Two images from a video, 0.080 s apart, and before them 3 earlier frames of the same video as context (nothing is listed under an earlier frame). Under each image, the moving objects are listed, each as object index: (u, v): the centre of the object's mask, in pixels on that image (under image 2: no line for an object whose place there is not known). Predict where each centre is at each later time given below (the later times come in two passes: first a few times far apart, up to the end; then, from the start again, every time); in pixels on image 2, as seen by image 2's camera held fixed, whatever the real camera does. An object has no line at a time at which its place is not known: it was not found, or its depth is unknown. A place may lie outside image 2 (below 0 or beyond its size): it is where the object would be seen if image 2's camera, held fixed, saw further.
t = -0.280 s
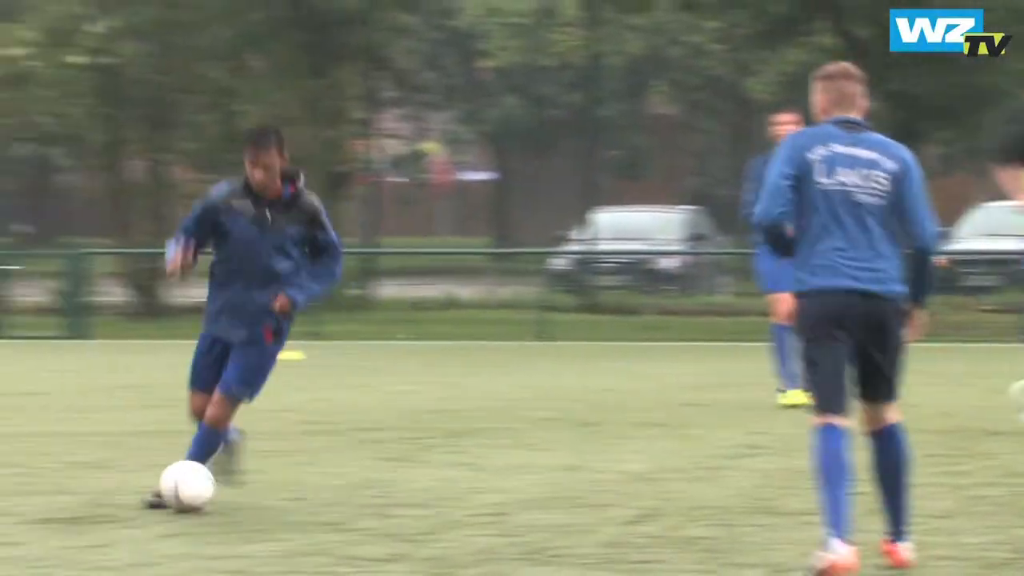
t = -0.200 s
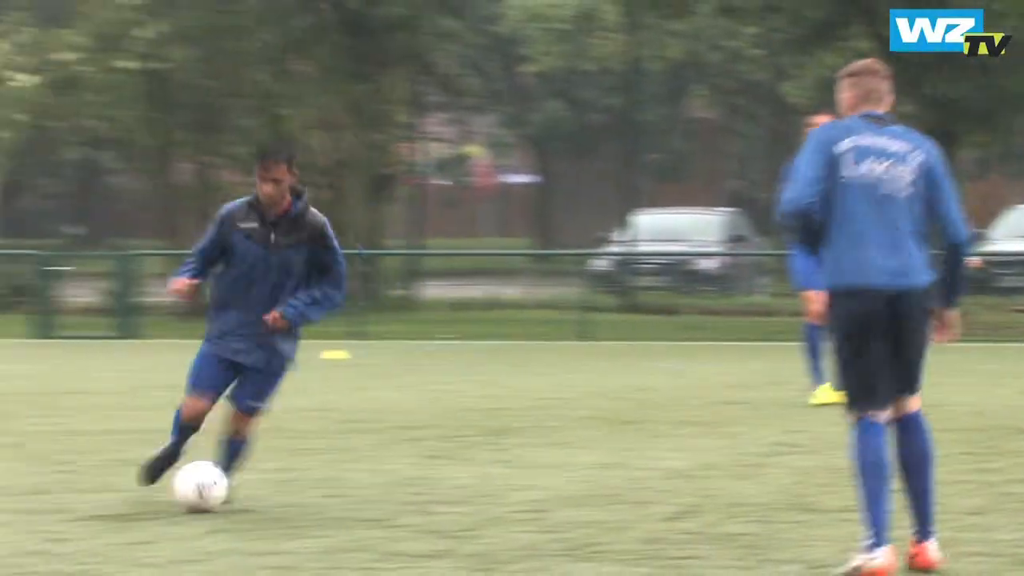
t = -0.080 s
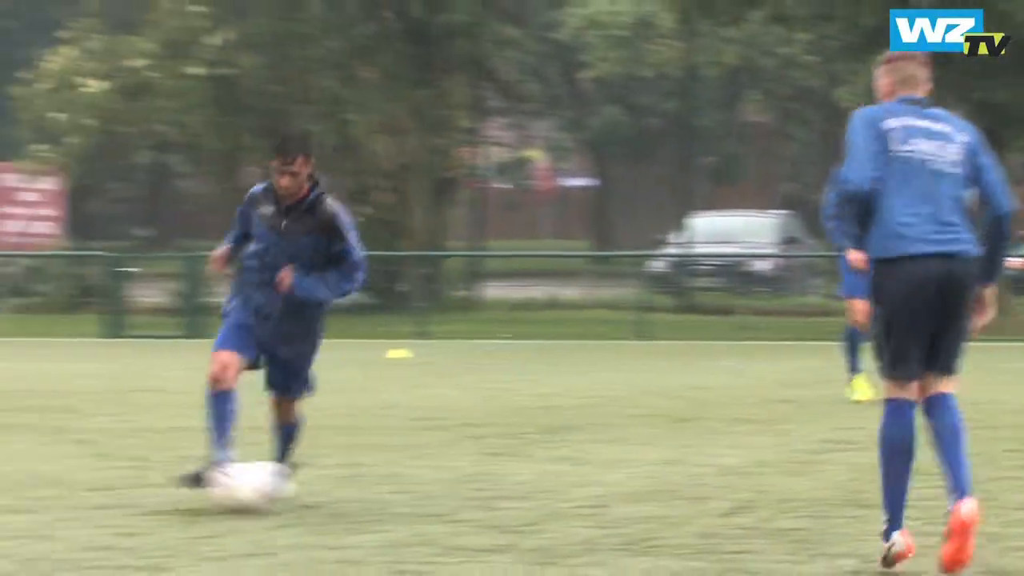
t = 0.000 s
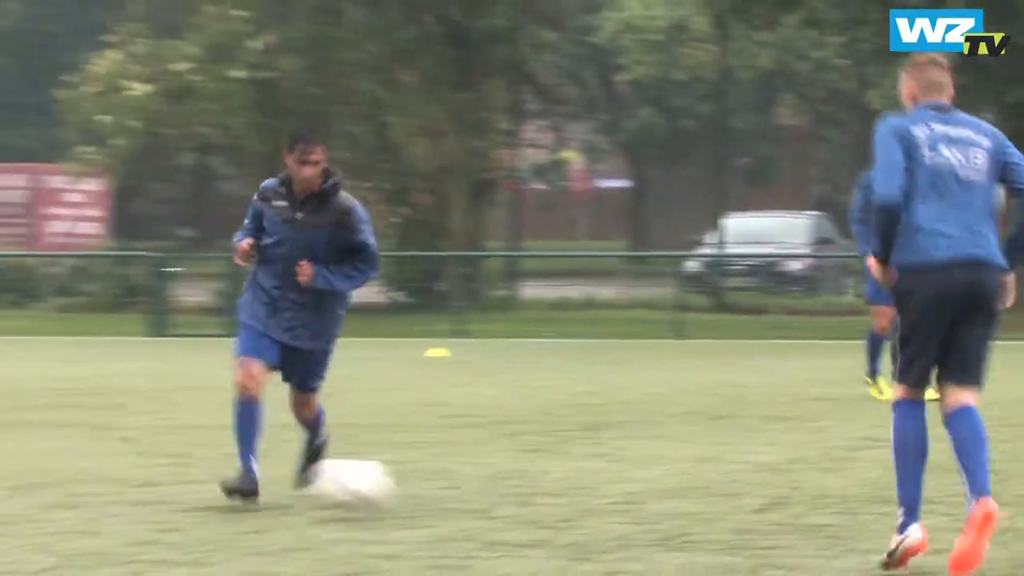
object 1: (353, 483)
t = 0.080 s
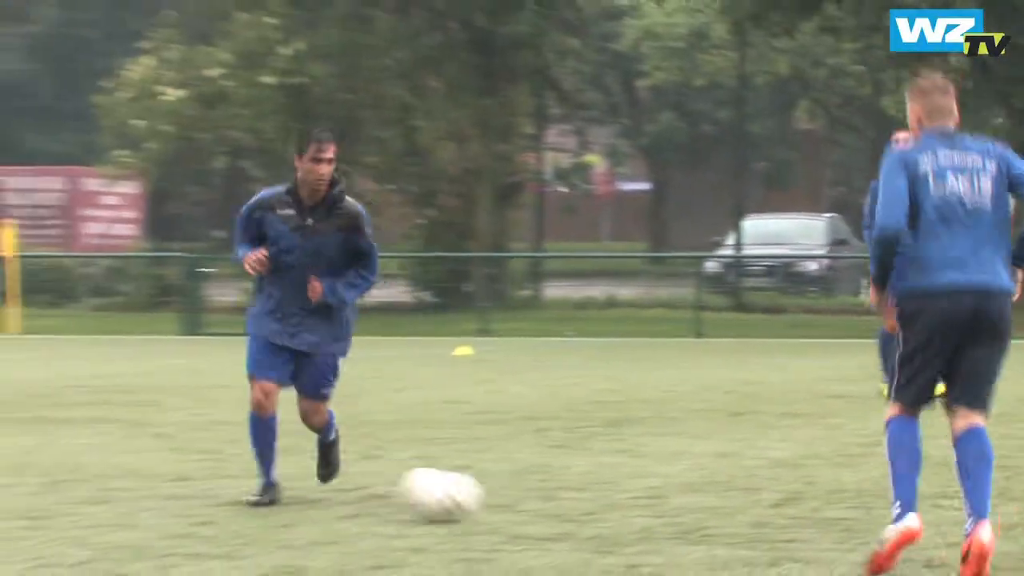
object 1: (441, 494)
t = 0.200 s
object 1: (523, 497)
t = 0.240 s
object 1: (552, 507)
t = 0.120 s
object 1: (467, 496)
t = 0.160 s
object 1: (496, 495)
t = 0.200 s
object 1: (523, 497)
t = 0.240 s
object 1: (552, 507)
